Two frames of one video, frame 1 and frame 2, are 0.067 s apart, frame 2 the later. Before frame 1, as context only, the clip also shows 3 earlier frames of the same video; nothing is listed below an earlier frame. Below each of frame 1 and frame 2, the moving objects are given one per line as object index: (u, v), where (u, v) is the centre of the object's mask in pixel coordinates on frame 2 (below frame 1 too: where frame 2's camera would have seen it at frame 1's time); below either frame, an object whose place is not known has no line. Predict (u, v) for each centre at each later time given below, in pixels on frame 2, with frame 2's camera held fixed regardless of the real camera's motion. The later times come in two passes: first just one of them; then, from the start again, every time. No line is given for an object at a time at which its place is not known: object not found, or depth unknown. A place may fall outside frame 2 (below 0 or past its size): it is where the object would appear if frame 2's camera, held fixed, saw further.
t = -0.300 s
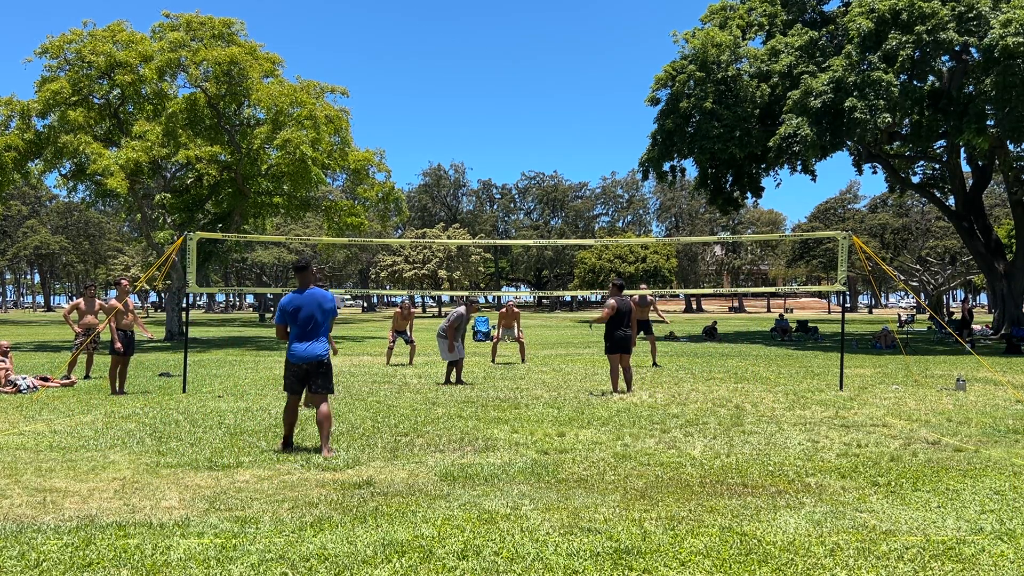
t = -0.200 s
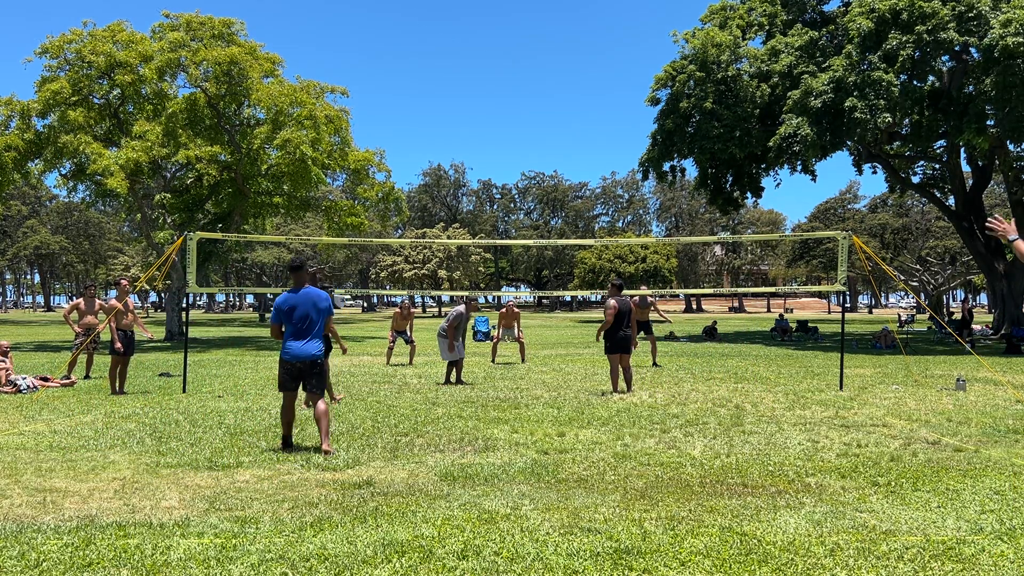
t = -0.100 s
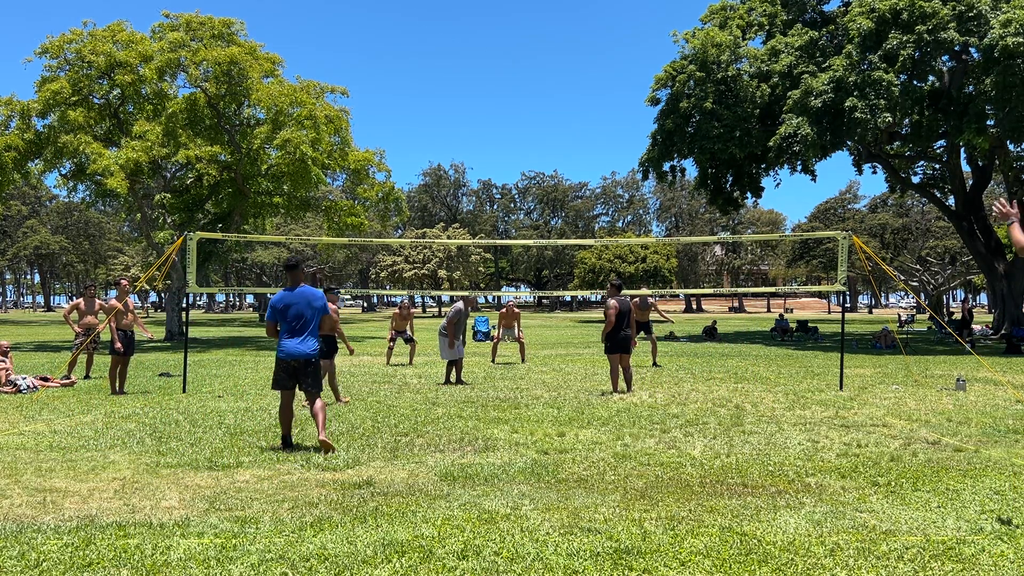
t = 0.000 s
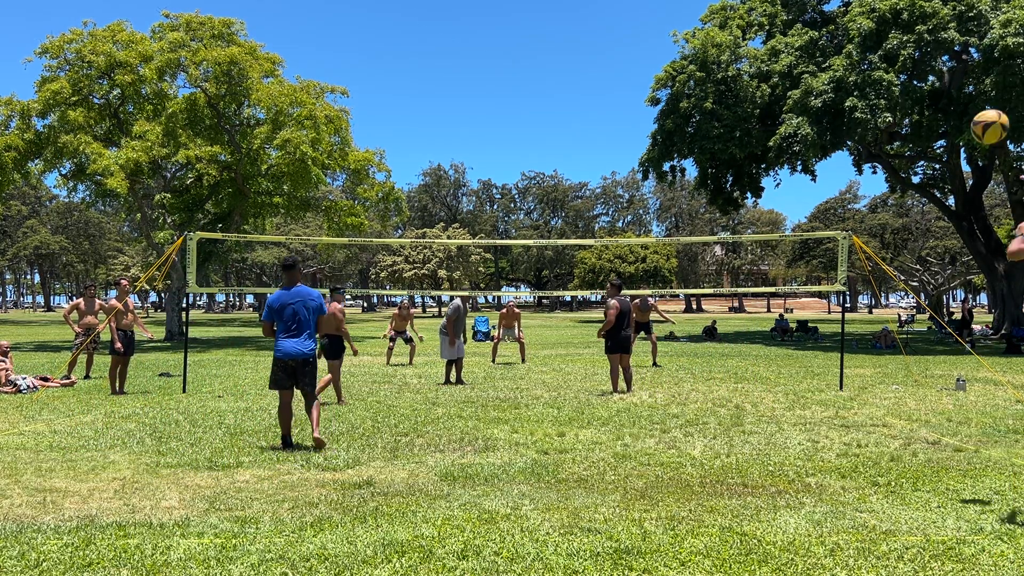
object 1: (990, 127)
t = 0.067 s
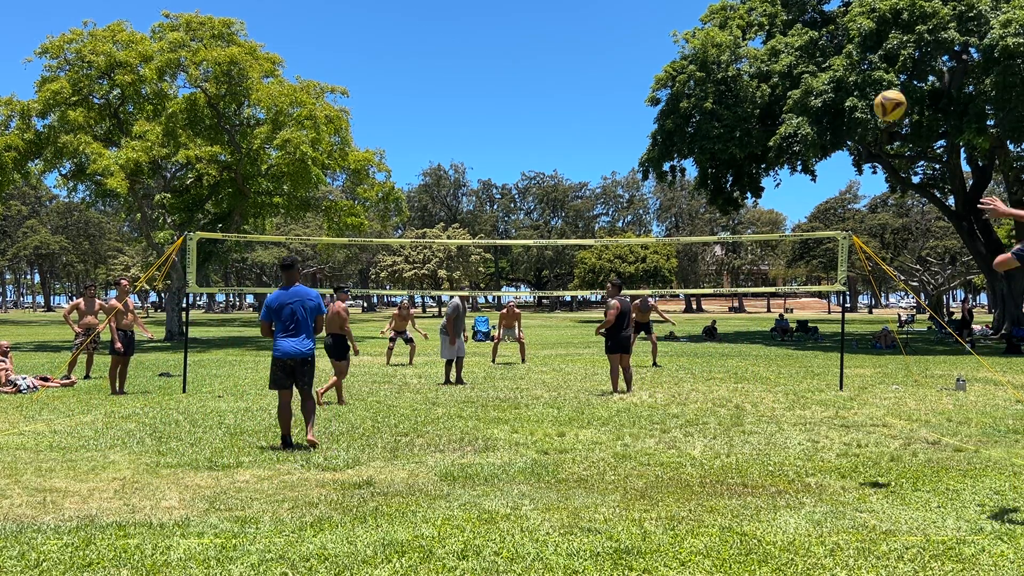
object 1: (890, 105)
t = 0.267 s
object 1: (688, 92)
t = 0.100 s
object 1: (848, 99)
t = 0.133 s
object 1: (810, 94)
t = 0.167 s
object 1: (776, 92)
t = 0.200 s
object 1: (744, 91)
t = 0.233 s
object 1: (715, 91)
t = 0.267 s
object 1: (688, 92)
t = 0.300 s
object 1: (664, 93)
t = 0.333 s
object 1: (642, 96)
